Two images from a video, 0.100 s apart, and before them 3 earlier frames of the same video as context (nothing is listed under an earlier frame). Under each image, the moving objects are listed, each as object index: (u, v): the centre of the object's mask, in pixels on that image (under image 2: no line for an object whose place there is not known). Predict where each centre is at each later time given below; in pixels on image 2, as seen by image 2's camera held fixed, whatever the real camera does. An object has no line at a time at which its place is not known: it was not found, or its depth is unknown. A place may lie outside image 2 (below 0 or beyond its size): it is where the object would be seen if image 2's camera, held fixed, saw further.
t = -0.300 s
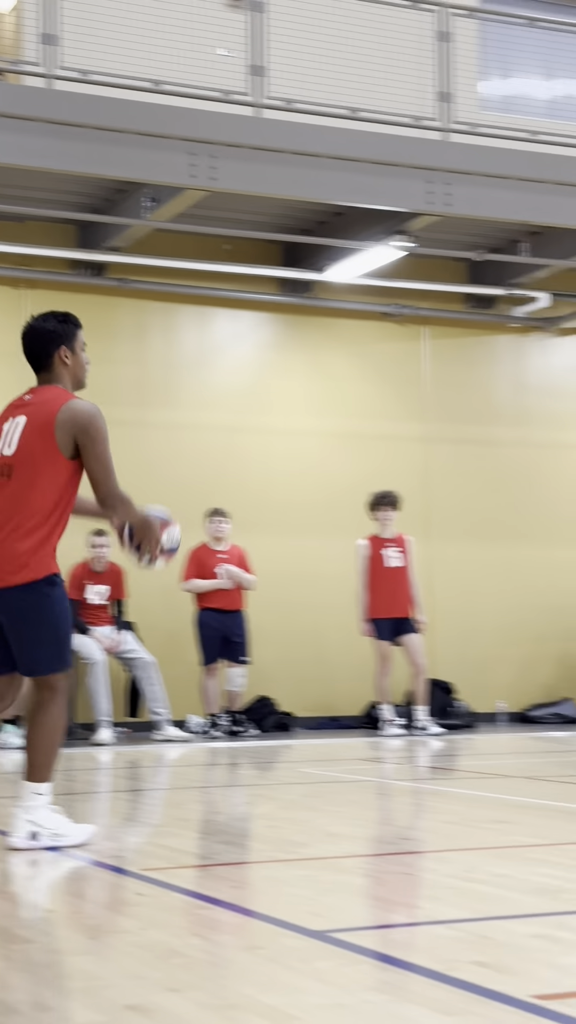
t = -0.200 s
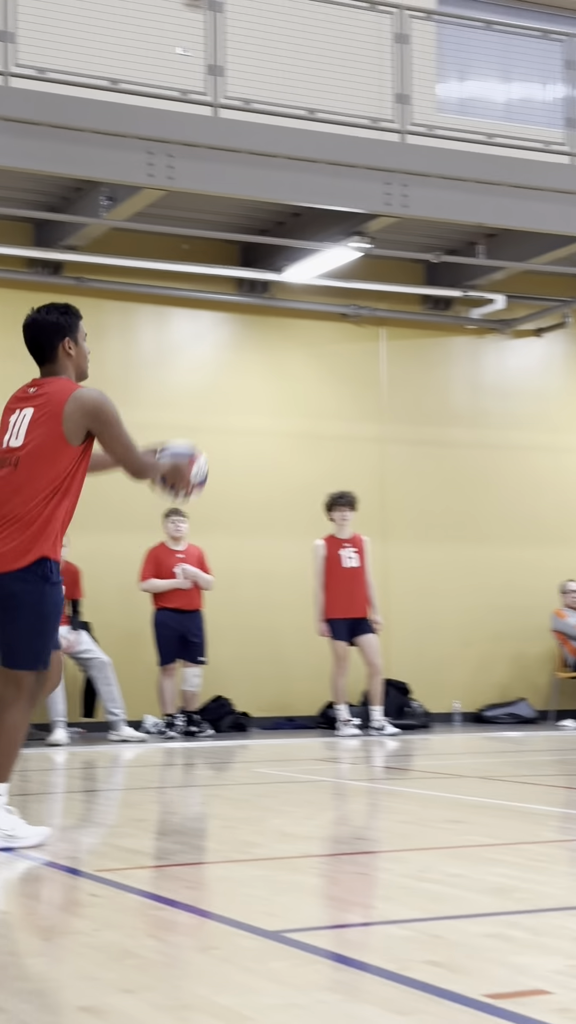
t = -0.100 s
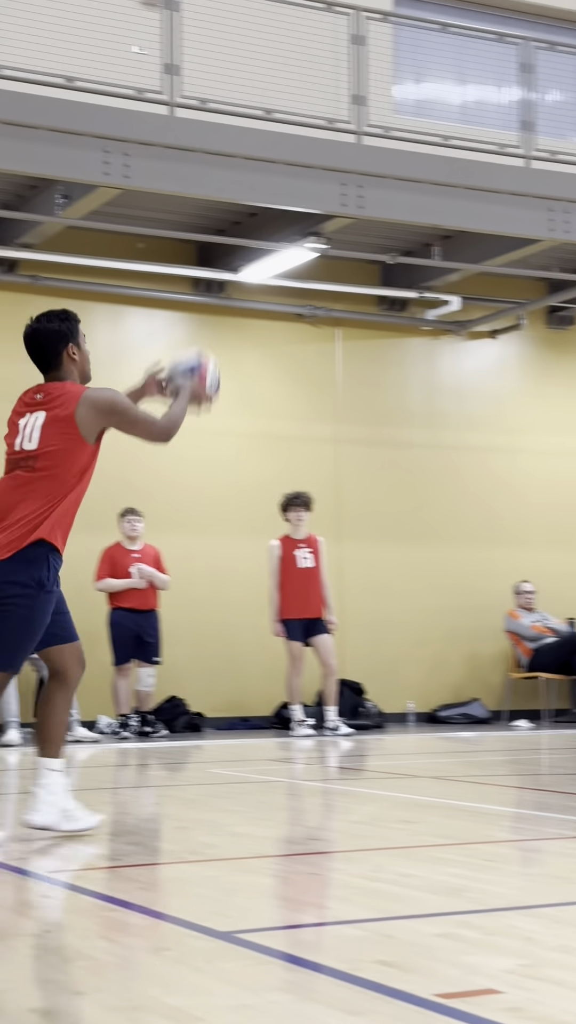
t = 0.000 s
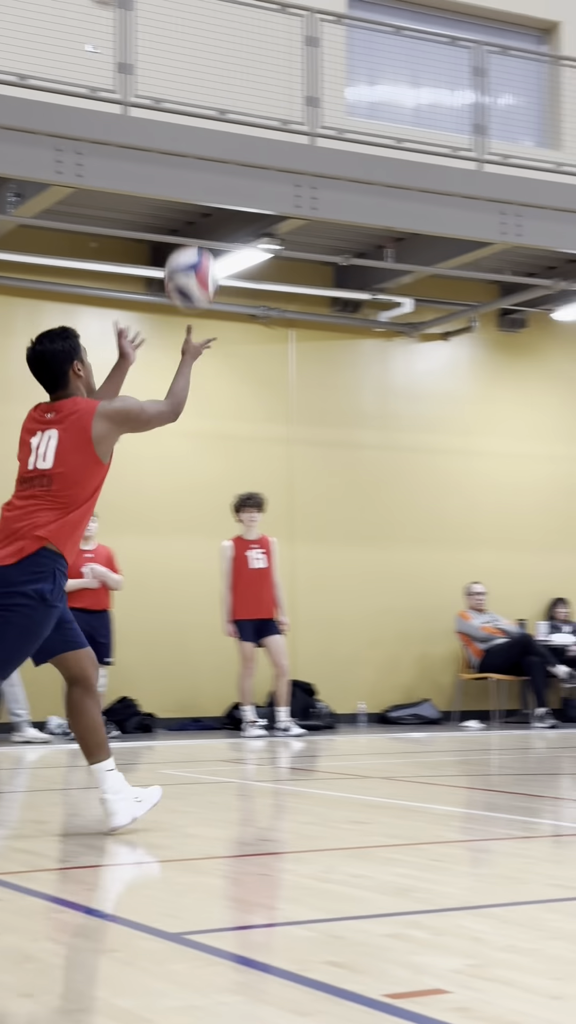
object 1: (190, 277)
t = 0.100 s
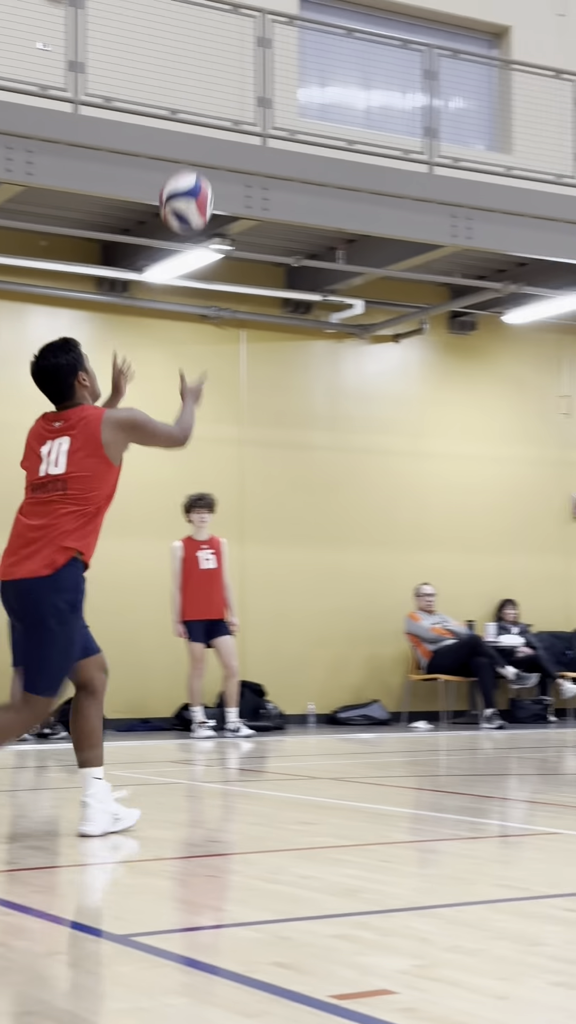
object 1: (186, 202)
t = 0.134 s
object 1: (203, 182)
